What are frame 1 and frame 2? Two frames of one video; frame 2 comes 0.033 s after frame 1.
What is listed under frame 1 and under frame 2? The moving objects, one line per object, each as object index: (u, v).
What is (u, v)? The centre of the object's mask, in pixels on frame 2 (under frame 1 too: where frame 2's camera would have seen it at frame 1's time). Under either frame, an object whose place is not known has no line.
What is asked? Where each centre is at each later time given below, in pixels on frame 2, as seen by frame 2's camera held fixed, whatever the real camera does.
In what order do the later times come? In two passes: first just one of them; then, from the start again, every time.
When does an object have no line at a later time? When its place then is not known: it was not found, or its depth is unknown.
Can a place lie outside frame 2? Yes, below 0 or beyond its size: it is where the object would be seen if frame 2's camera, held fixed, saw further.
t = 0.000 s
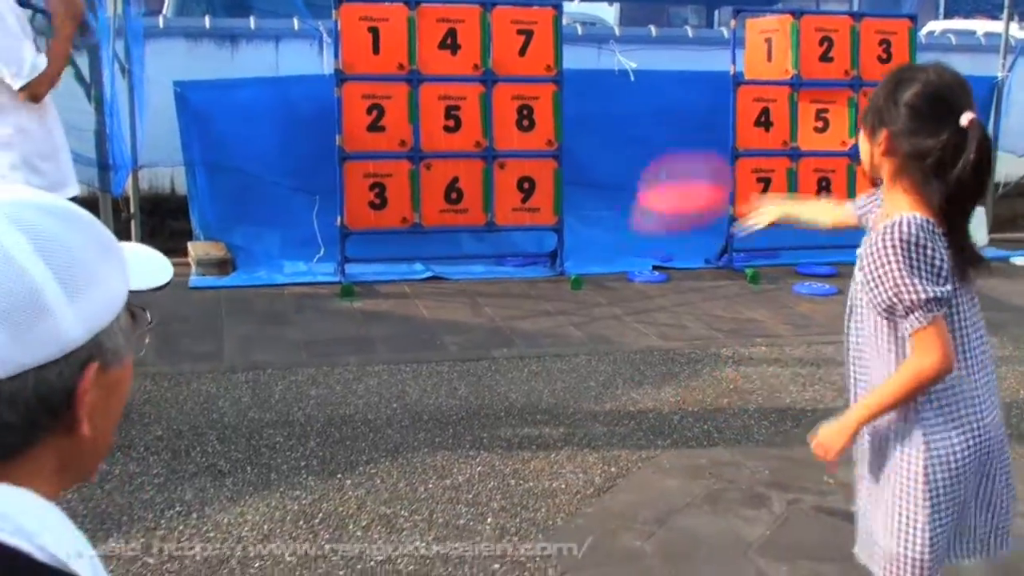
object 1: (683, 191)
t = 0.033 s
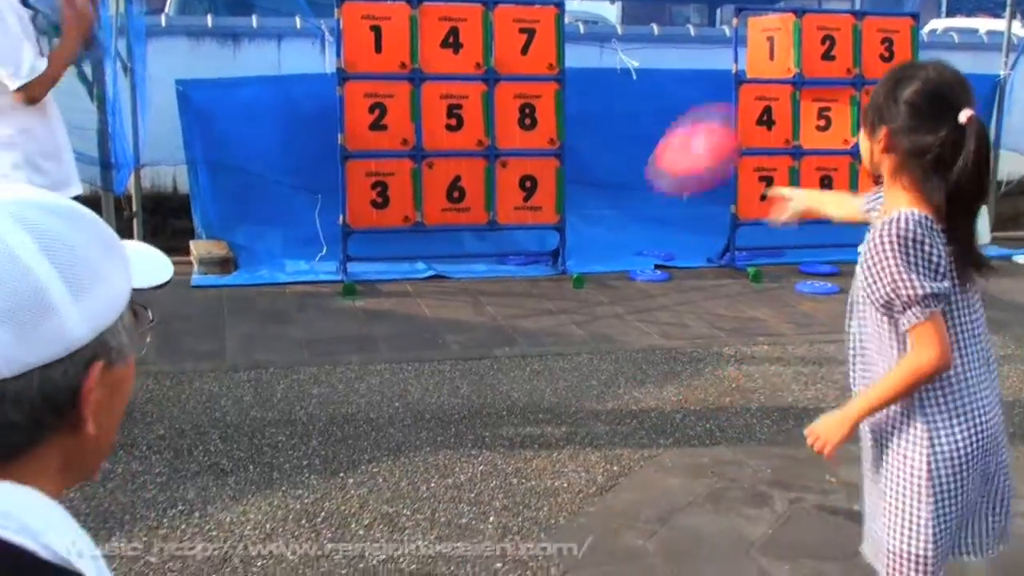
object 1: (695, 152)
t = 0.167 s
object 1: (725, 37)
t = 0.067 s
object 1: (702, 119)
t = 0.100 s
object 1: (706, 83)
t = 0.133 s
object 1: (716, 57)
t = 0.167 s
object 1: (725, 37)
